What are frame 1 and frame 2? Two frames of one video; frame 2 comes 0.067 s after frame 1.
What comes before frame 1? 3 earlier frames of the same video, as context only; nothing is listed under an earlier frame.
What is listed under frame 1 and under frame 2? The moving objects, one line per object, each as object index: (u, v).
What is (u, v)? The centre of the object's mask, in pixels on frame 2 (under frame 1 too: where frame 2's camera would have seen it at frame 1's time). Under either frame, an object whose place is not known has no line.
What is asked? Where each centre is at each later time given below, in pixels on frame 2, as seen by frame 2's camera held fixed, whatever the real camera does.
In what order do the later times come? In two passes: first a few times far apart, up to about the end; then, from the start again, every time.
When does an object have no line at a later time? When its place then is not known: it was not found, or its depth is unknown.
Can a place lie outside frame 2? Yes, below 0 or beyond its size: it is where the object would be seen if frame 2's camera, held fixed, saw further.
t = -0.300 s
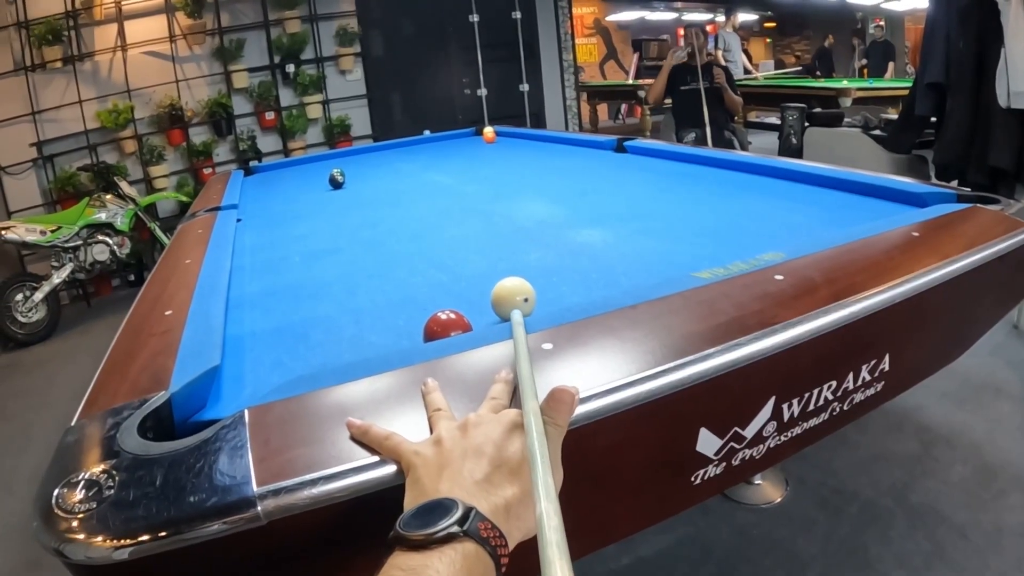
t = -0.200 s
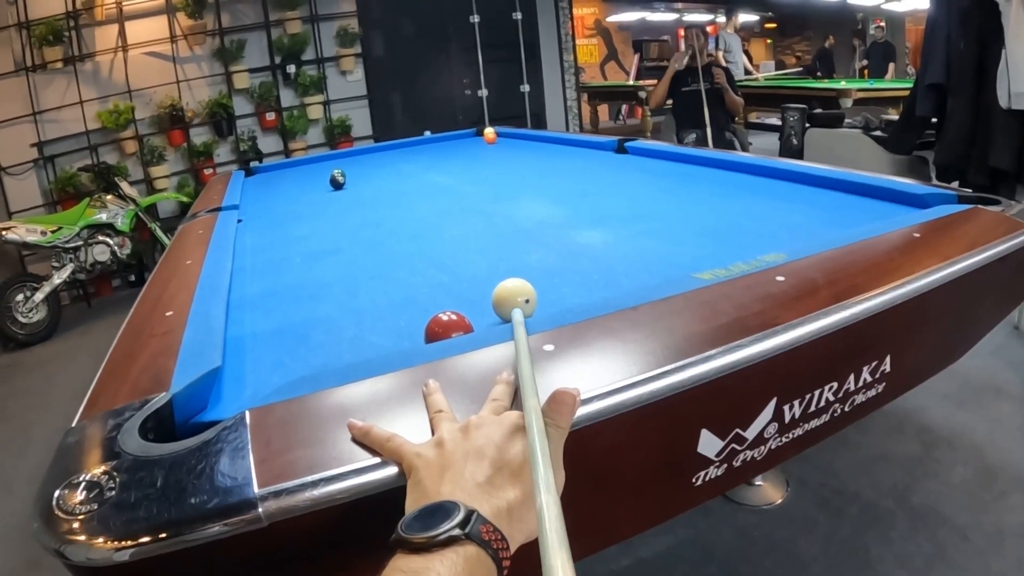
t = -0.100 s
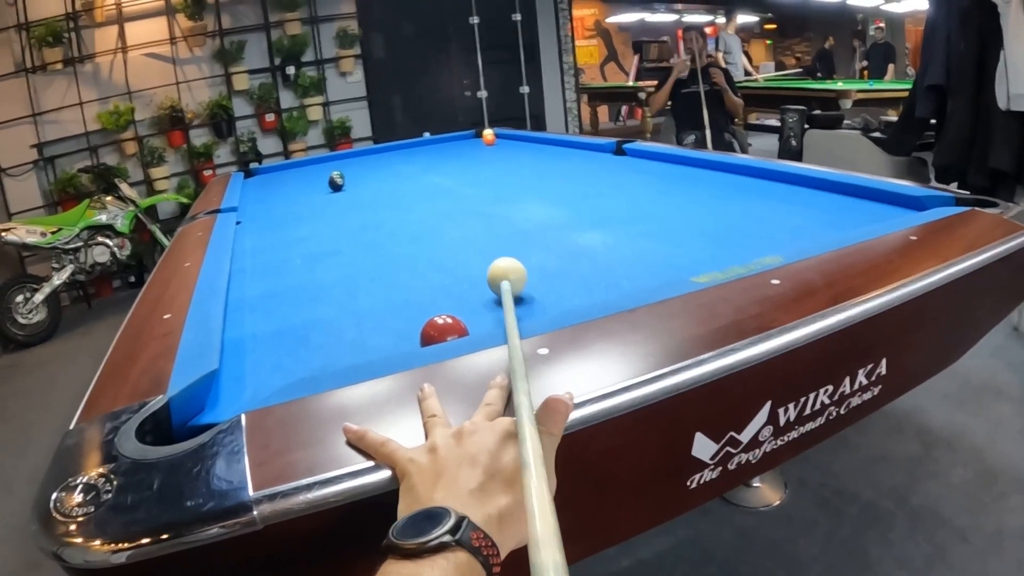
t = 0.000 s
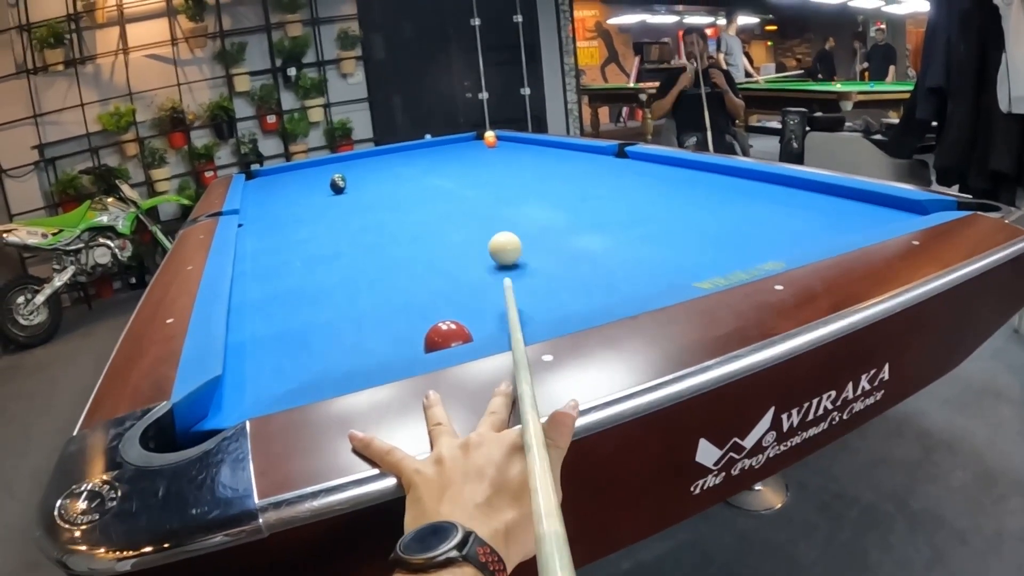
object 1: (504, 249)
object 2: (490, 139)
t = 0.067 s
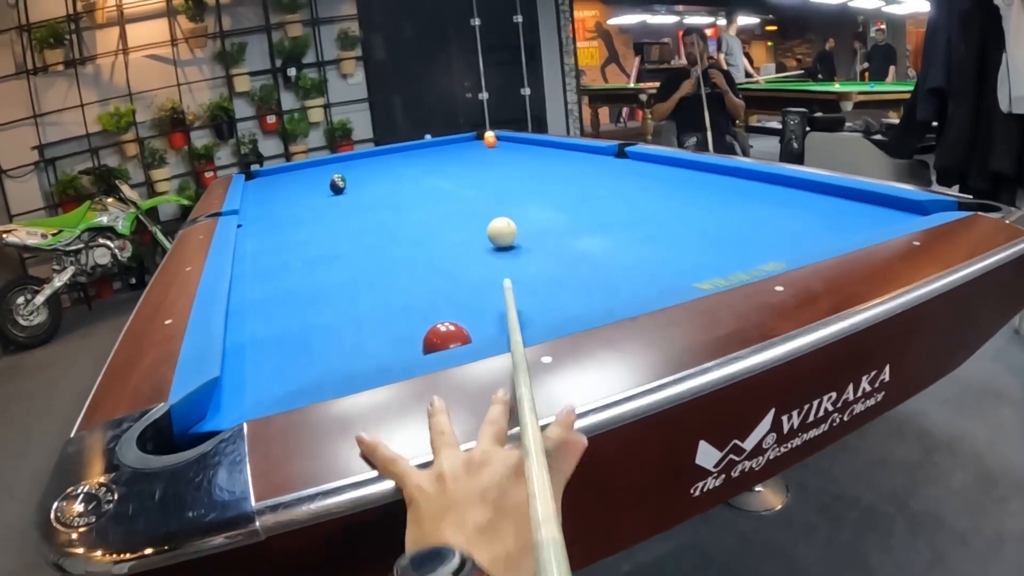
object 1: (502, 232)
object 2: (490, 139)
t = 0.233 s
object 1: (498, 202)
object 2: (490, 140)
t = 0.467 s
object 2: (490, 140)
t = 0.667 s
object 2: (491, 141)
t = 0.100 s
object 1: (501, 225)
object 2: (490, 139)
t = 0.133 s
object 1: (500, 218)
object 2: (490, 140)
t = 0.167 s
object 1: (499, 212)
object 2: (490, 140)
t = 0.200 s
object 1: (498, 207)
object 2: (490, 140)
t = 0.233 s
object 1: (498, 202)
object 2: (490, 140)
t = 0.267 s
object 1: (497, 197)
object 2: (490, 140)
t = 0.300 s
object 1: (497, 193)
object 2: (490, 140)
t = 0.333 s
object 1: (496, 189)
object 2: (490, 140)
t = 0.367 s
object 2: (490, 140)
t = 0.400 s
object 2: (490, 140)
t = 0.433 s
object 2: (490, 140)
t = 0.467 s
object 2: (490, 140)
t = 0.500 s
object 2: (490, 140)
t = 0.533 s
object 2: (490, 140)
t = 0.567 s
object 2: (490, 140)
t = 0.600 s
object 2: (490, 141)
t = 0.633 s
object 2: (490, 141)
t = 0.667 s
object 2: (491, 141)
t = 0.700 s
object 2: (491, 141)
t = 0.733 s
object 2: (491, 141)
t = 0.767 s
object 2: (491, 141)
